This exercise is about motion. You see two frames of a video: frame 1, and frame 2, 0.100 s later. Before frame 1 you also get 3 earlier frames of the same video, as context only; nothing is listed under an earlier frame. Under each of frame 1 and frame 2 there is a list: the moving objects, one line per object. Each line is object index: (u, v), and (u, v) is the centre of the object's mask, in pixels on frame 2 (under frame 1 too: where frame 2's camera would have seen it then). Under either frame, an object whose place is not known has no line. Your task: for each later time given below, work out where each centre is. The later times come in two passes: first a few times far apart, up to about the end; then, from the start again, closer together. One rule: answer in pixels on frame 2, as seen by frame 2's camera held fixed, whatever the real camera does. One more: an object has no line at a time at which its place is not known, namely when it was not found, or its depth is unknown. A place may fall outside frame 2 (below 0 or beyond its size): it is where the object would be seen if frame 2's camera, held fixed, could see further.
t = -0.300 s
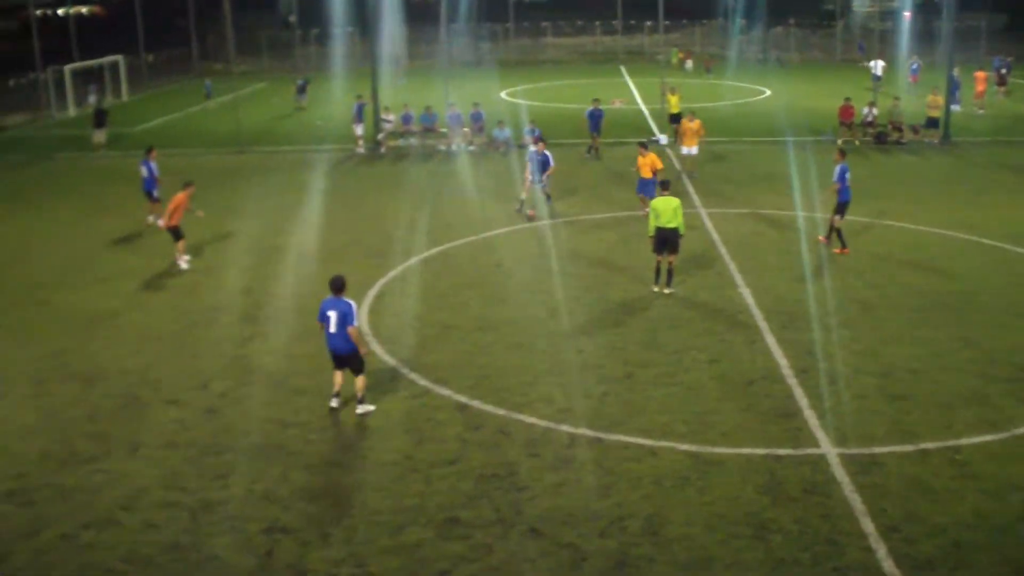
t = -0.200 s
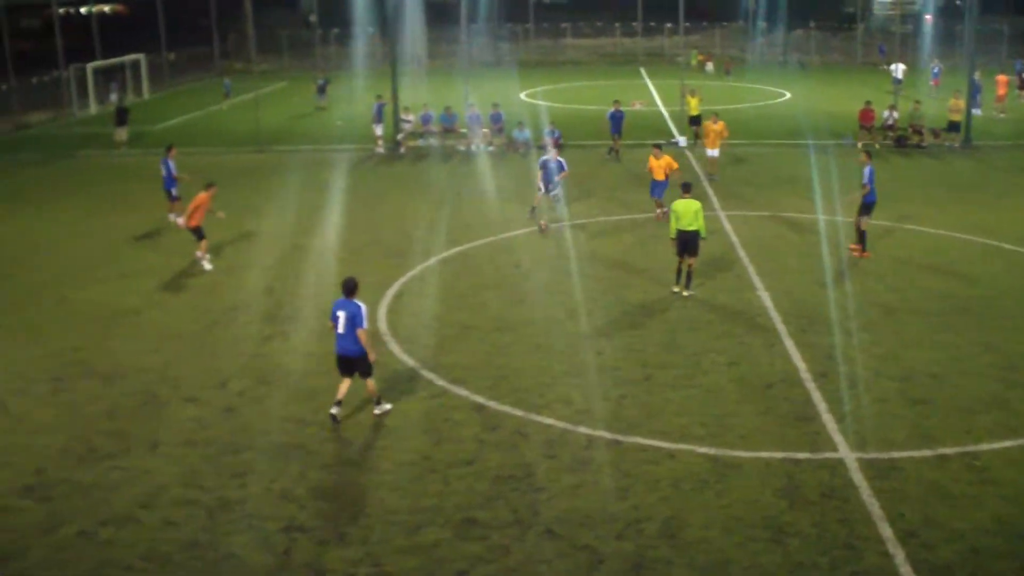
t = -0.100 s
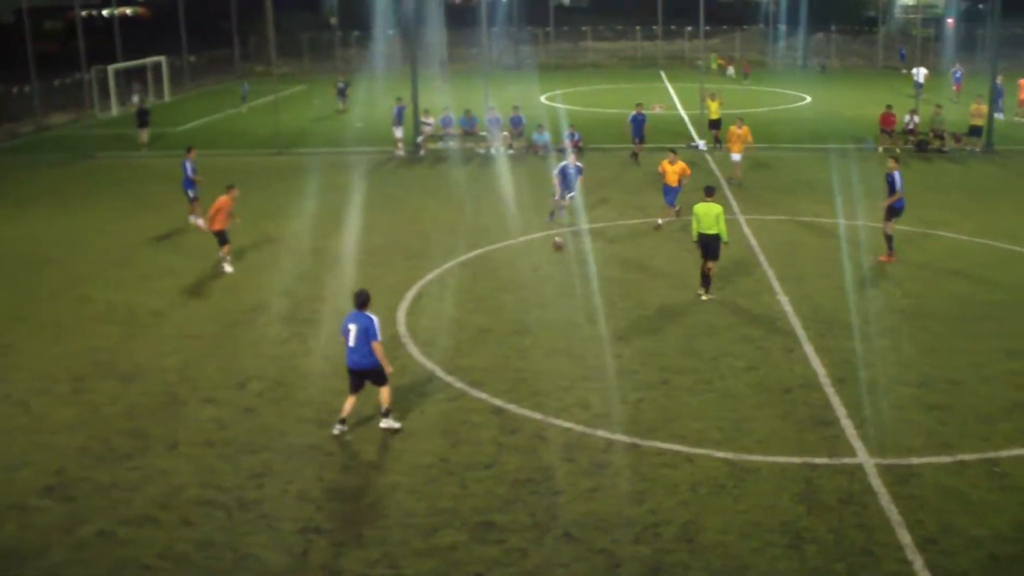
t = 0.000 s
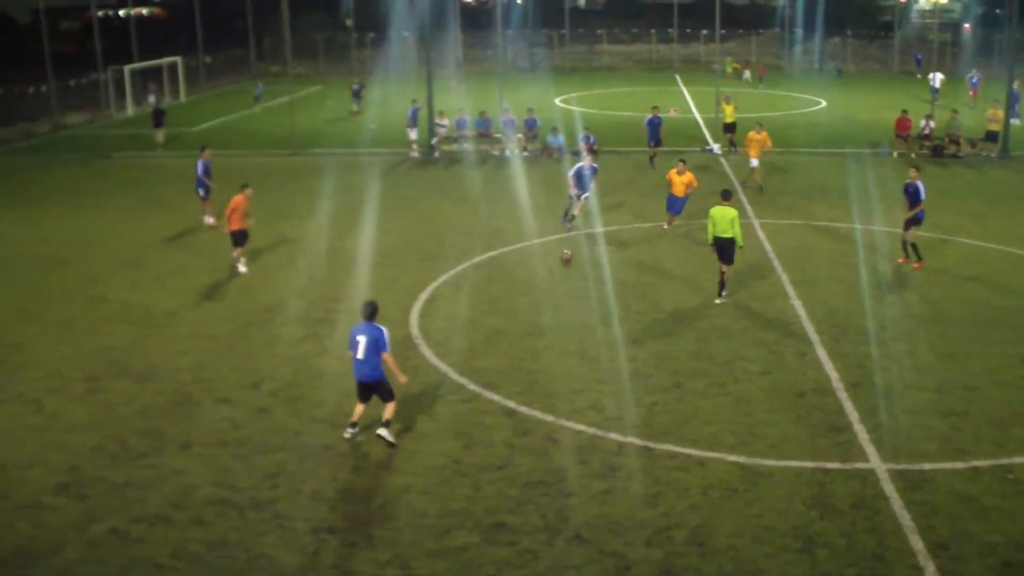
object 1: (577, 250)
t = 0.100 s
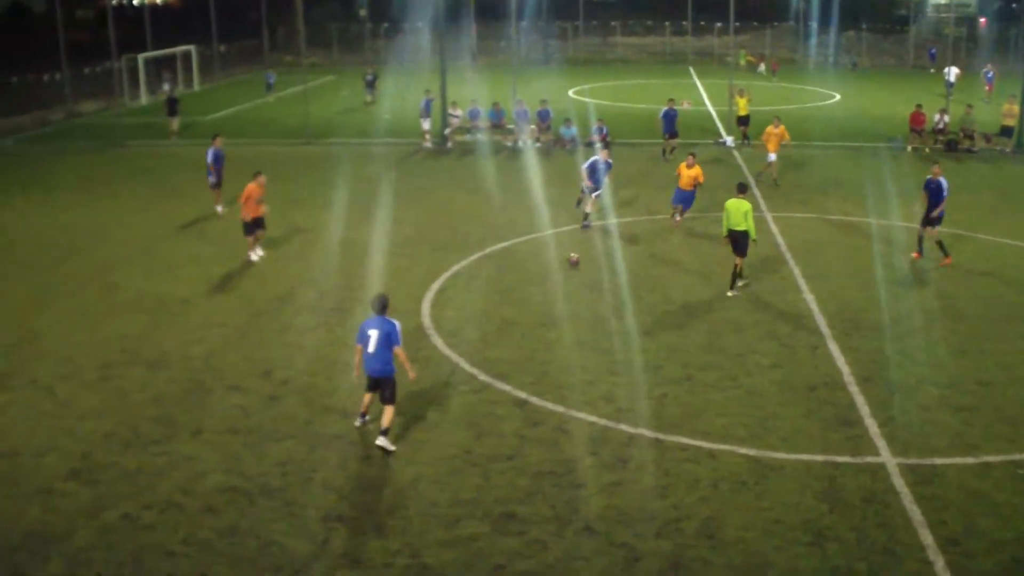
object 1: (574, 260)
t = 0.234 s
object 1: (570, 274)
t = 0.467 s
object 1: (553, 302)
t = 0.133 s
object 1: (572, 263)
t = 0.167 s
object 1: (570, 267)
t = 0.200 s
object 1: (570, 270)
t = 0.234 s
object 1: (570, 274)
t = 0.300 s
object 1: (566, 279)
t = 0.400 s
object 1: (559, 293)
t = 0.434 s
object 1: (555, 298)
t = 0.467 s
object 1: (553, 302)
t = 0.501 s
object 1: (551, 307)
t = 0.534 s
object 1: (548, 312)
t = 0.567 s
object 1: (546, 317)
